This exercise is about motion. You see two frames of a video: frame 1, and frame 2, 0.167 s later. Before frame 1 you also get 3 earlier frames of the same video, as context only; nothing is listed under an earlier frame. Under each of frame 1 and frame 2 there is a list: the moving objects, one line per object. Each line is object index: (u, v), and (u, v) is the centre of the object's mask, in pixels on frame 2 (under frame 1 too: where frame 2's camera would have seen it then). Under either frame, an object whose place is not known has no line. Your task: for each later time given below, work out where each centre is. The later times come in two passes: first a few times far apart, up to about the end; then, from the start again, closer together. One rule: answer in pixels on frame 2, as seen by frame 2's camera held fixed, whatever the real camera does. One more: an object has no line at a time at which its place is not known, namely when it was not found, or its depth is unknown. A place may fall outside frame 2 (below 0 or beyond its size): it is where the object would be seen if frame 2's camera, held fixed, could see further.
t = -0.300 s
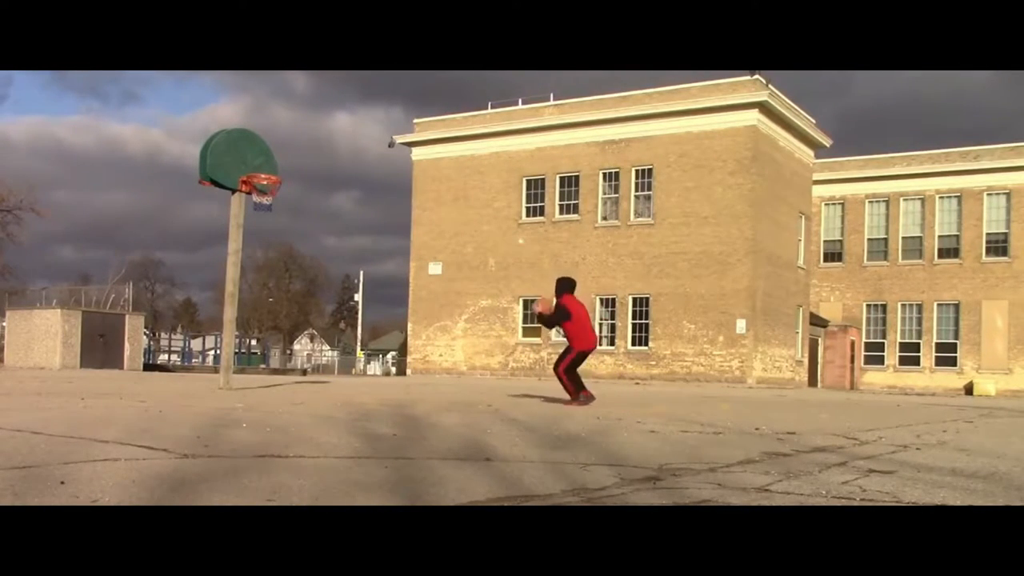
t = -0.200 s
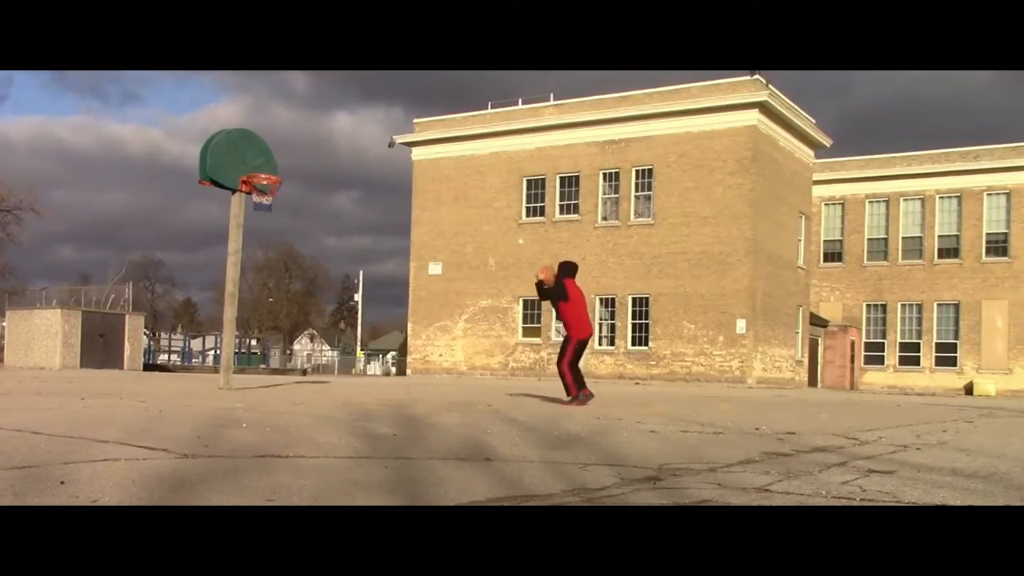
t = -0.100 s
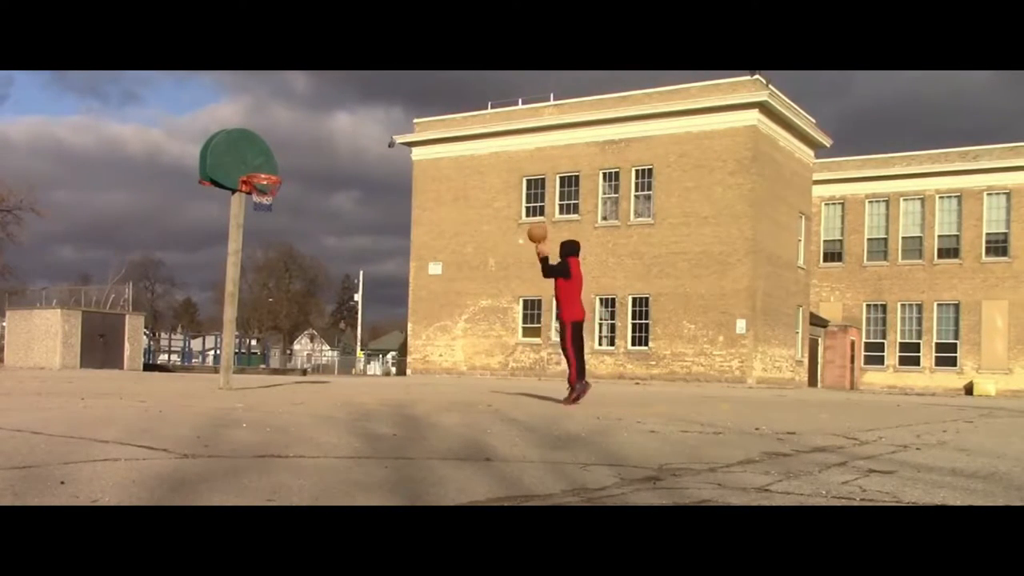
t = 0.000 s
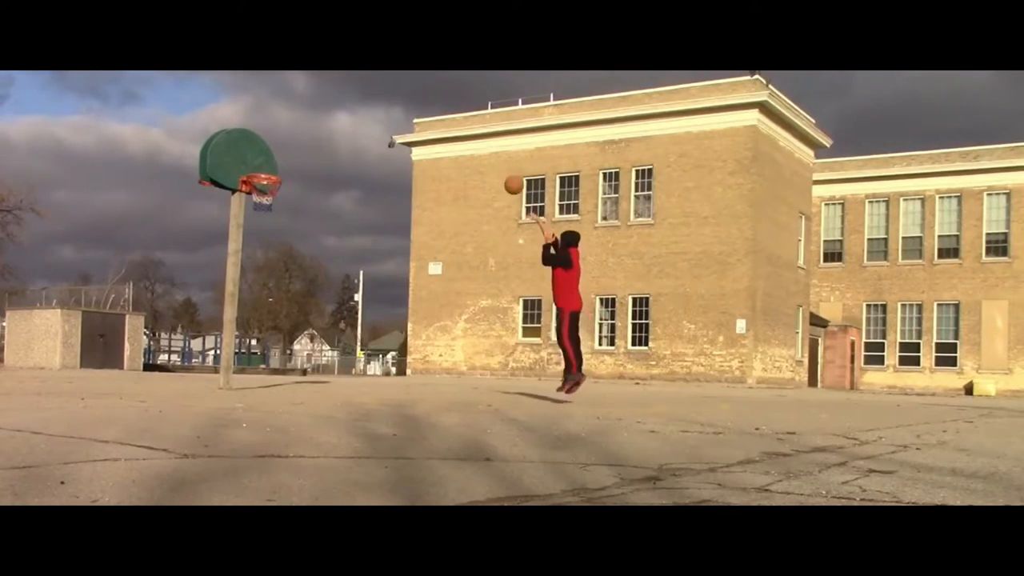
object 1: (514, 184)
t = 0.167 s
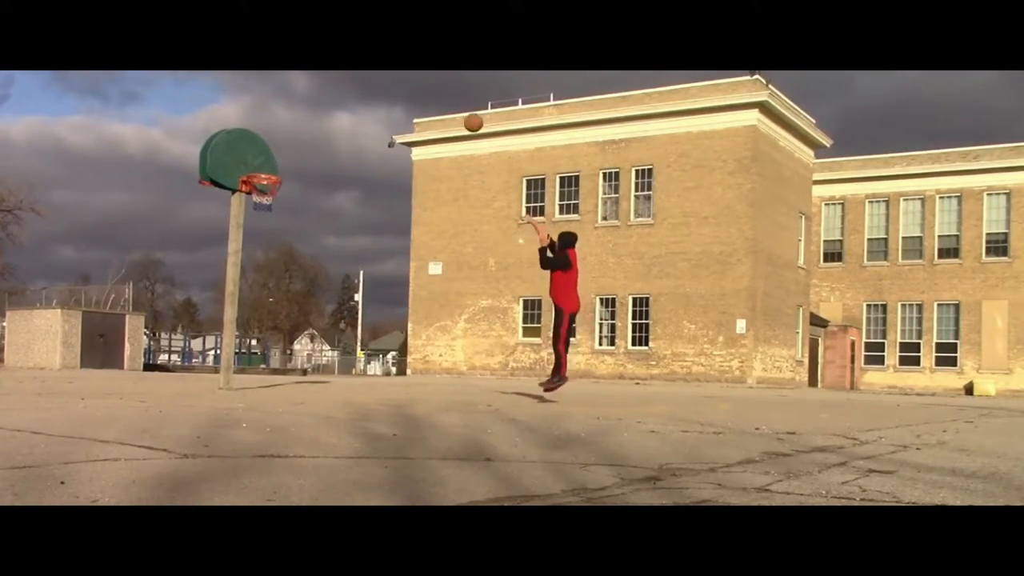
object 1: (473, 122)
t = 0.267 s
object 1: (450, 96)
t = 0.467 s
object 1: (404, 75)
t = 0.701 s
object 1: (352, 79)
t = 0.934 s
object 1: (303, 124)
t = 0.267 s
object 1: (450, 96)
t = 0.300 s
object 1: (442, 90)
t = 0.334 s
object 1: (434, 84)
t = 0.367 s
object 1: (426, 79)
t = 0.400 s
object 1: (419, 77)
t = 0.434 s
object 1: (411, 76)
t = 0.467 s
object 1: (404, 75)
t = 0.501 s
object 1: (395, 74)
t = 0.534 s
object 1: (389, 74)
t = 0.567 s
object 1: (381, 74)
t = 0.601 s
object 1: (374, 74)
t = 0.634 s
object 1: (366, 75)
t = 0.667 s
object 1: (359, 76)
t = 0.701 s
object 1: (352, 79)
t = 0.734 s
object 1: (345, 82)
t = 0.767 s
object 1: (338, 87)
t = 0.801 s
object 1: (331, 92)
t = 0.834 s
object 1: (324, 99)
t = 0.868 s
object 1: (316, 106)
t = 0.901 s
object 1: (310, 114)
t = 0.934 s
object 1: (303, 124)
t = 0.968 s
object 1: (296, 133)
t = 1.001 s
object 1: (289, 144)
